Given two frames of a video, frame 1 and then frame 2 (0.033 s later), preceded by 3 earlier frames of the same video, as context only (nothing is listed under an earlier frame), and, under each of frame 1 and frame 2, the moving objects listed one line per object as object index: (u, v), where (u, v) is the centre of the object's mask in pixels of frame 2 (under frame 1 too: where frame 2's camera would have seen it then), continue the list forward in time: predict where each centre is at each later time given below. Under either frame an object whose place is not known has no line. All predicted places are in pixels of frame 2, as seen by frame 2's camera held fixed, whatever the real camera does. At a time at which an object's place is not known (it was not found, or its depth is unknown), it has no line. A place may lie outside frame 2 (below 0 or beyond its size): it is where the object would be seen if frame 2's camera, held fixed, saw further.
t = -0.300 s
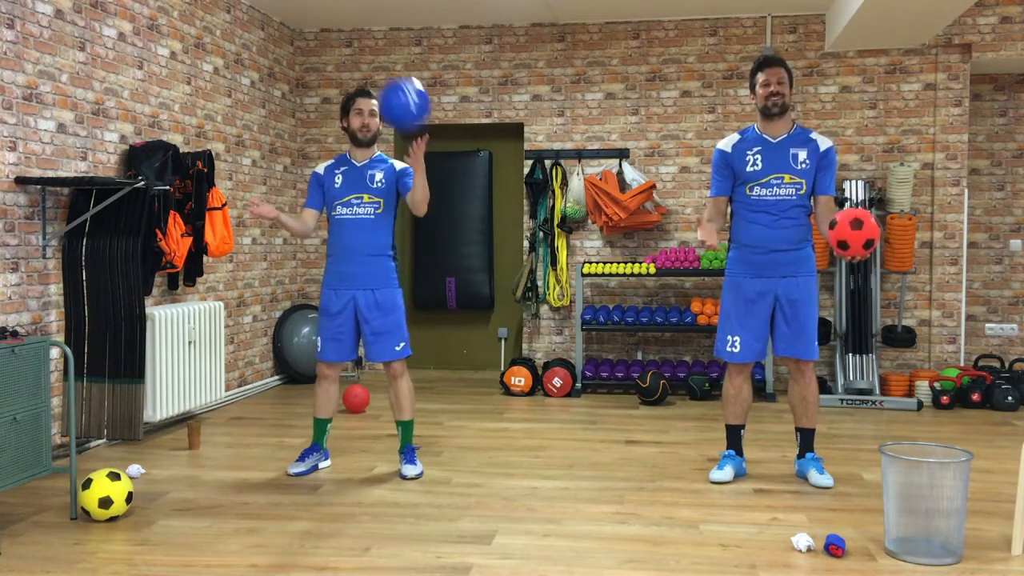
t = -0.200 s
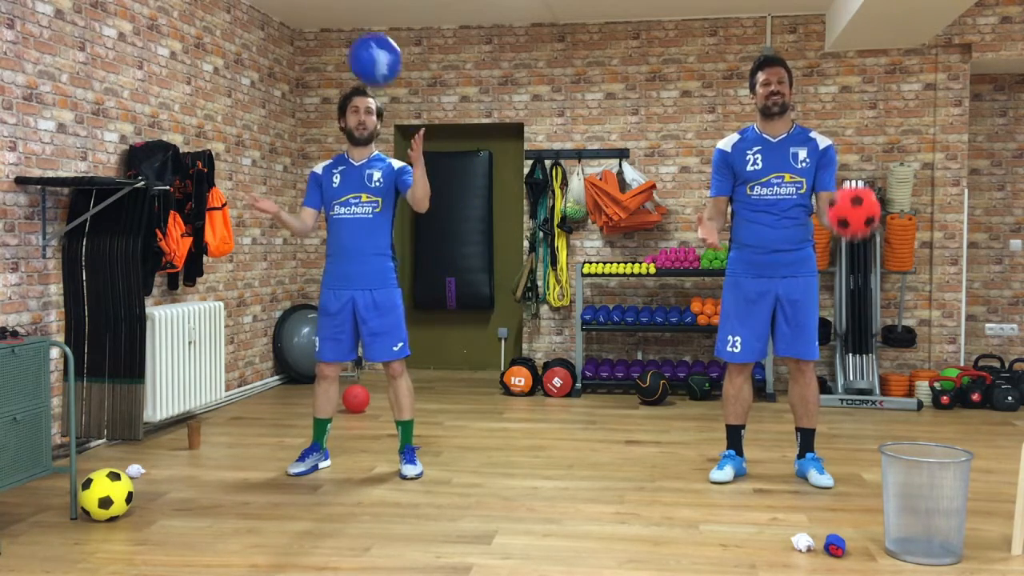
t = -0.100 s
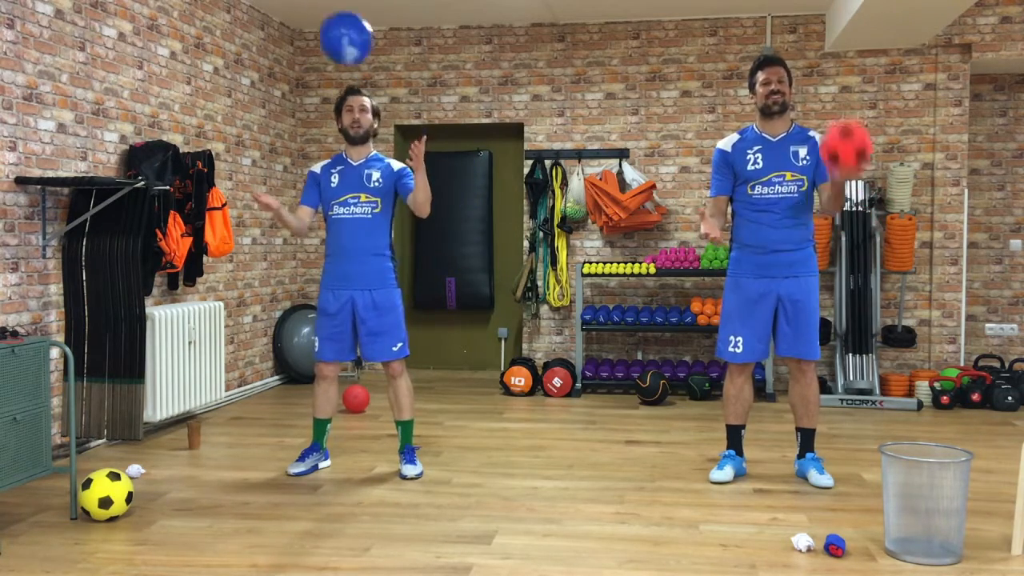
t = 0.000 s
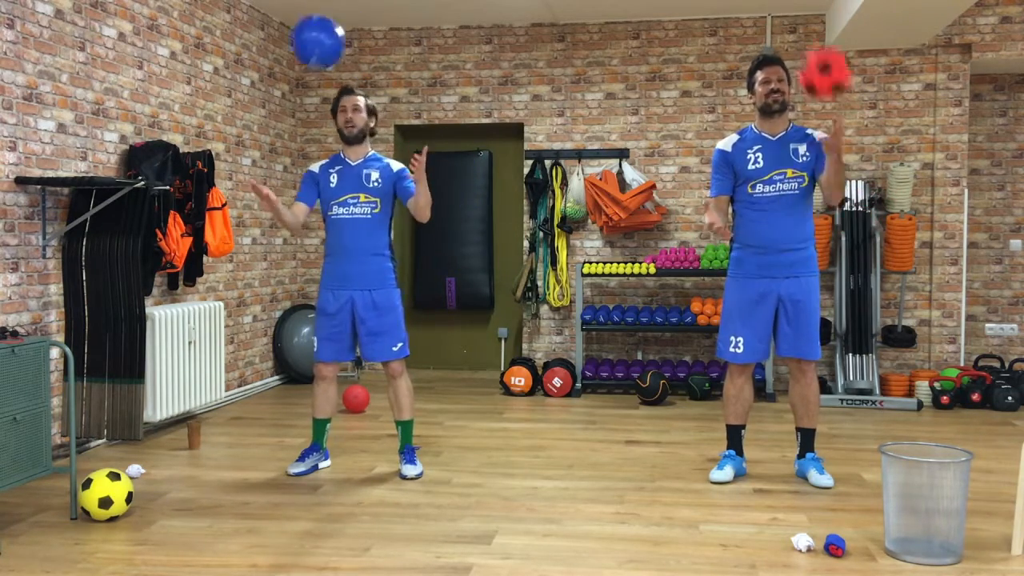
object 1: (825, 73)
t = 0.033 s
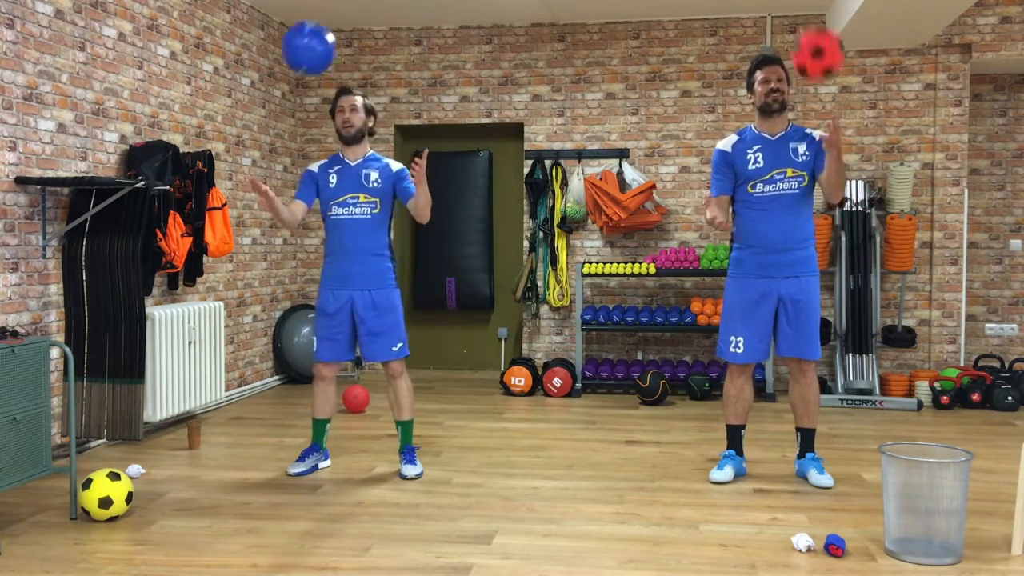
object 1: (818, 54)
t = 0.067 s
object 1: (810, 38)
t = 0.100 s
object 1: (804, 25)
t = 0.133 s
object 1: (795, 19)
